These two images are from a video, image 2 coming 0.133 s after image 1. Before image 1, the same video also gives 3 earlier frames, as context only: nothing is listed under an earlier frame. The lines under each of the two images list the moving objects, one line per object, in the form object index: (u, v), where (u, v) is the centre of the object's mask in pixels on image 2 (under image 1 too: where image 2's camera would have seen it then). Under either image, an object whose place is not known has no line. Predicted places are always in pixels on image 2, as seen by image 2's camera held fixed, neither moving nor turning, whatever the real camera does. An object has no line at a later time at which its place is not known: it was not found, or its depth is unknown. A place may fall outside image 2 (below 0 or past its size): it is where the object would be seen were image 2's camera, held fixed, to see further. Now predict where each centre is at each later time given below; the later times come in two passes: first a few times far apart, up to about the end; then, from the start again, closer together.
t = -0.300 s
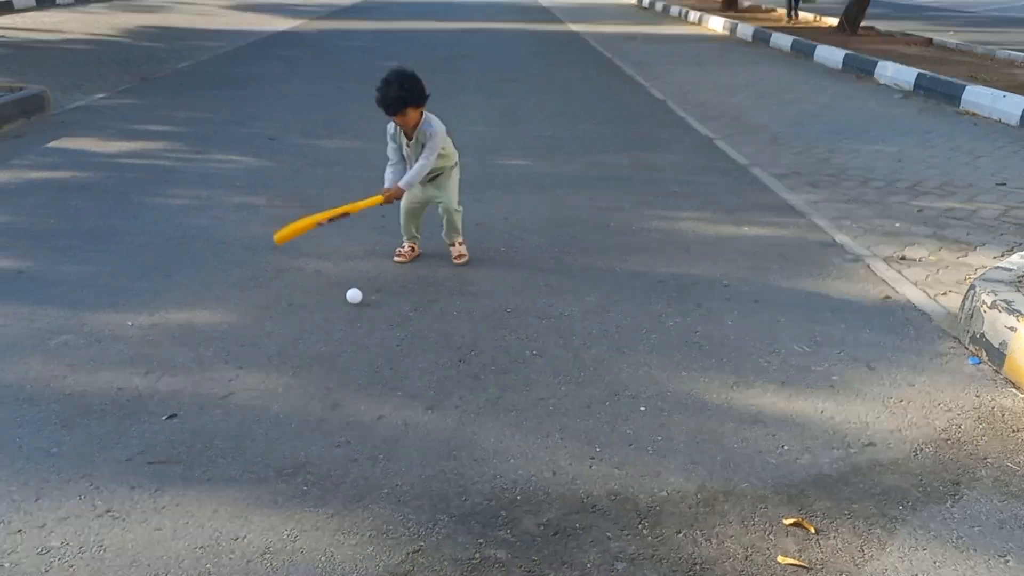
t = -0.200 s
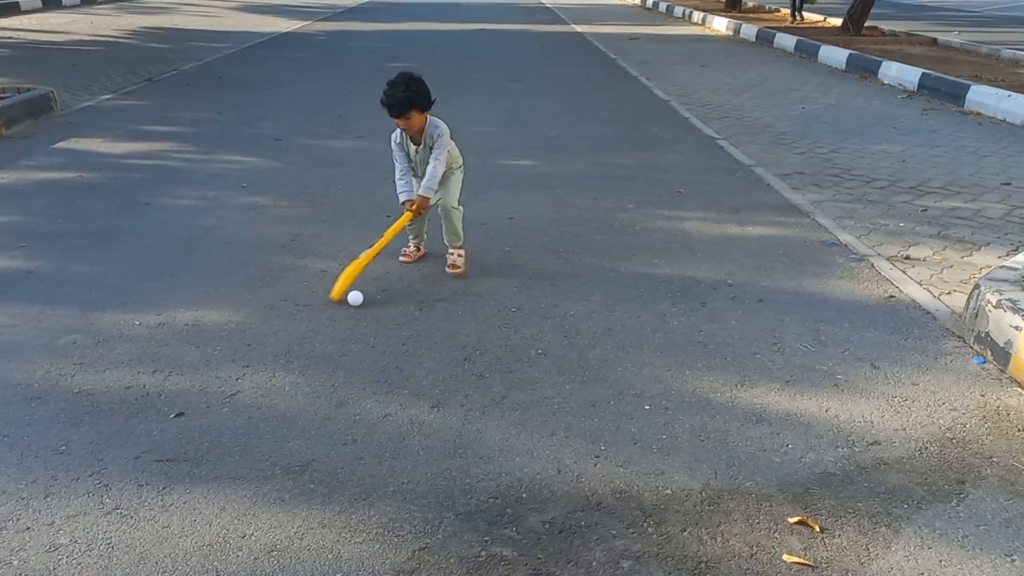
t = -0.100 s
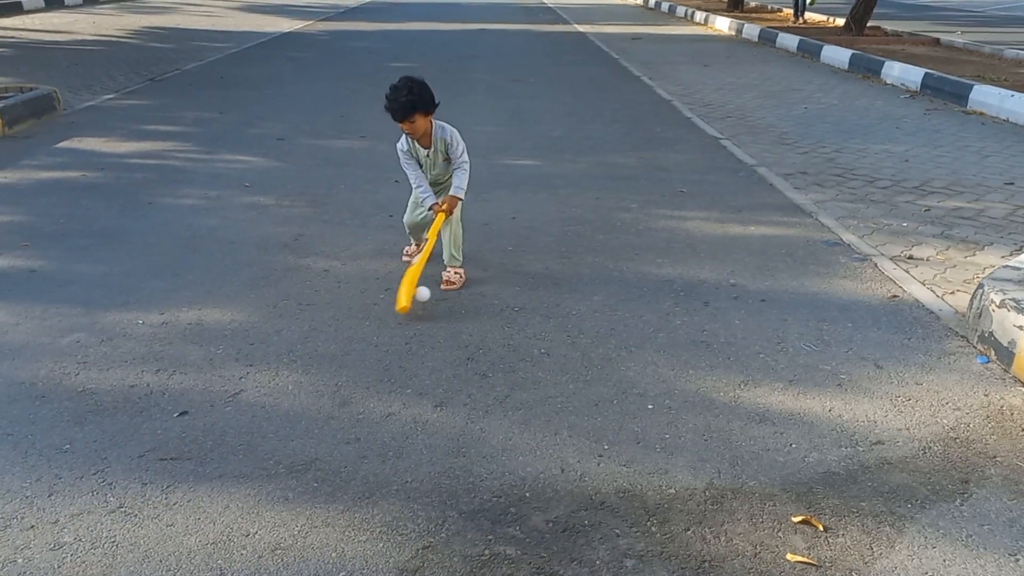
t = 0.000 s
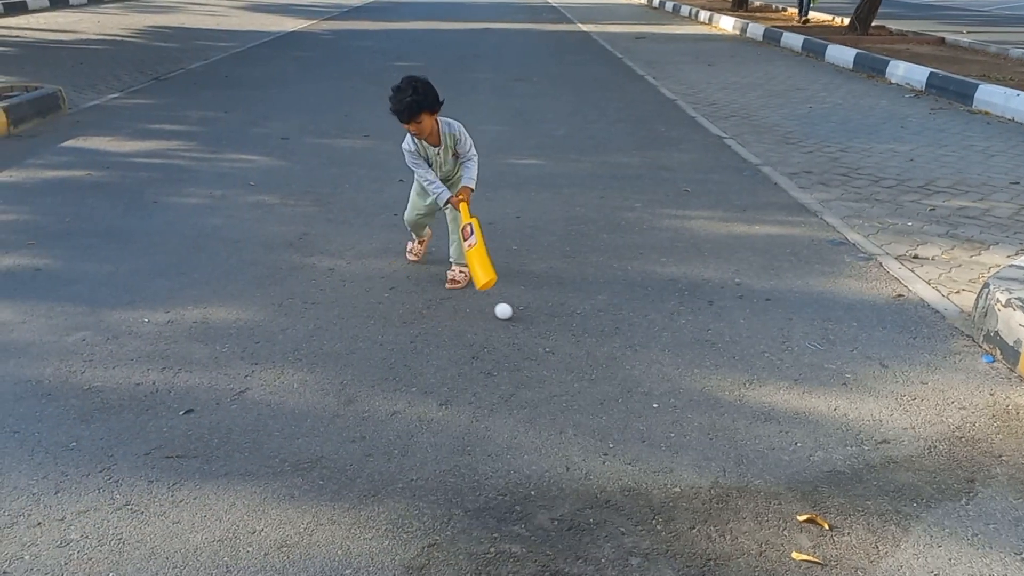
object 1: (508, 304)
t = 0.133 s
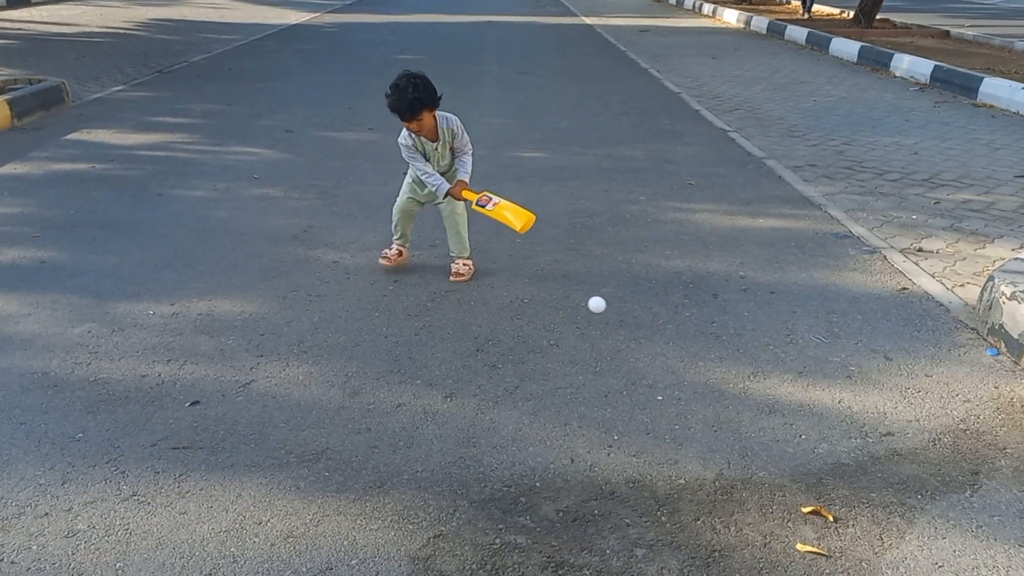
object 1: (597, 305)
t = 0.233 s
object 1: (661, 317)
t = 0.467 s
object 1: (800, 333)
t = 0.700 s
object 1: (951, 360)
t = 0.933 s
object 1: (996, 371)
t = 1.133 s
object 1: (944, 402)
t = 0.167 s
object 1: (620, 312)
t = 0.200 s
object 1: (642, 320)
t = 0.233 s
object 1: (661, 317)
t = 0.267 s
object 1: (681, 317)
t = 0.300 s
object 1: (700, 320)
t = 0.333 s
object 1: (719, 326)
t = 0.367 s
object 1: (739, 336)
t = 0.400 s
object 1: (759, 334)
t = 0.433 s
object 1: (779, 331)
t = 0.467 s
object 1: (800, 333)
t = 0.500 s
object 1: (820, 336)
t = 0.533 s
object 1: (841, 344)
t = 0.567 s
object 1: (861, 355)
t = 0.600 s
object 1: (884, 351)
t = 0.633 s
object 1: (907, 351)
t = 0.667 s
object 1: (929, 354)
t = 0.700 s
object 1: (951, 360)
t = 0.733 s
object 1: (973, 370)
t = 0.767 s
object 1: (995, 365)
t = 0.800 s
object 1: (1014, 363)
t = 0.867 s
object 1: (1019, 364)
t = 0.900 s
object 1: (1011, 366)
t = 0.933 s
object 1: (996, 371)
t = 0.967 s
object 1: (981, 380)
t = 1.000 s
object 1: (969, 387)
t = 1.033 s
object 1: (963, 388)
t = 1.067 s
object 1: (957, 391)
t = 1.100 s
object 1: (950, 398)
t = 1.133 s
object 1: (944, 402)
